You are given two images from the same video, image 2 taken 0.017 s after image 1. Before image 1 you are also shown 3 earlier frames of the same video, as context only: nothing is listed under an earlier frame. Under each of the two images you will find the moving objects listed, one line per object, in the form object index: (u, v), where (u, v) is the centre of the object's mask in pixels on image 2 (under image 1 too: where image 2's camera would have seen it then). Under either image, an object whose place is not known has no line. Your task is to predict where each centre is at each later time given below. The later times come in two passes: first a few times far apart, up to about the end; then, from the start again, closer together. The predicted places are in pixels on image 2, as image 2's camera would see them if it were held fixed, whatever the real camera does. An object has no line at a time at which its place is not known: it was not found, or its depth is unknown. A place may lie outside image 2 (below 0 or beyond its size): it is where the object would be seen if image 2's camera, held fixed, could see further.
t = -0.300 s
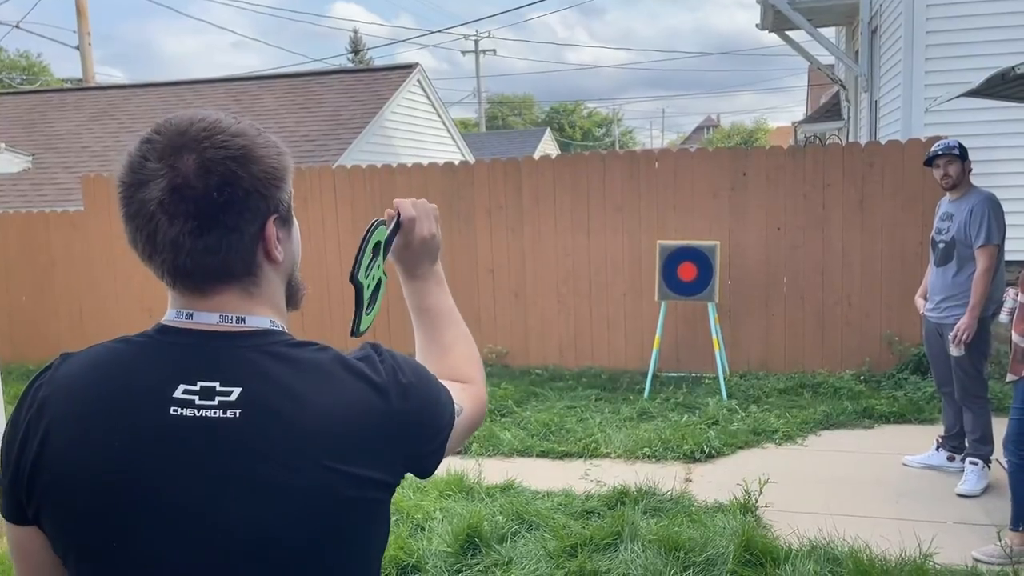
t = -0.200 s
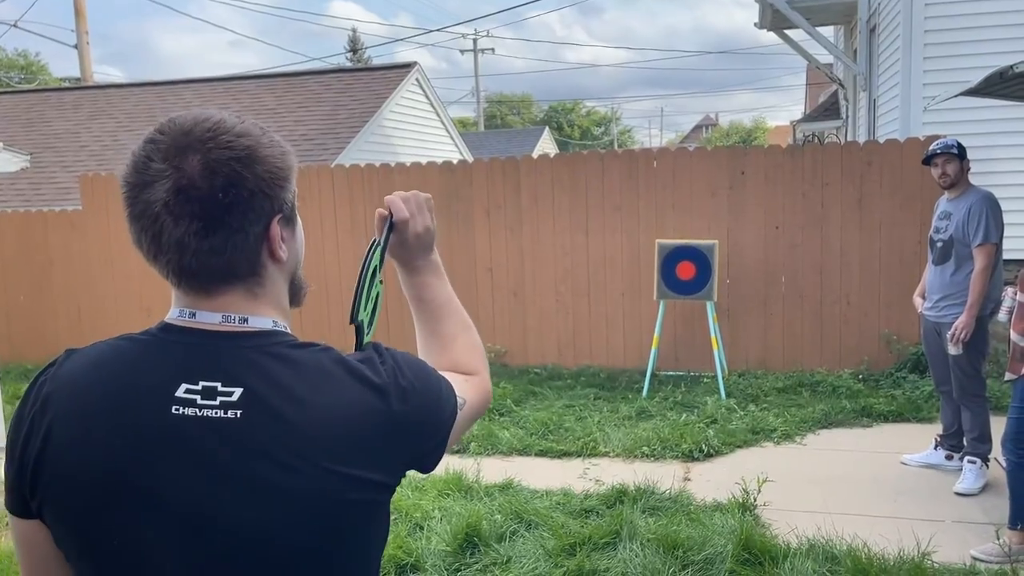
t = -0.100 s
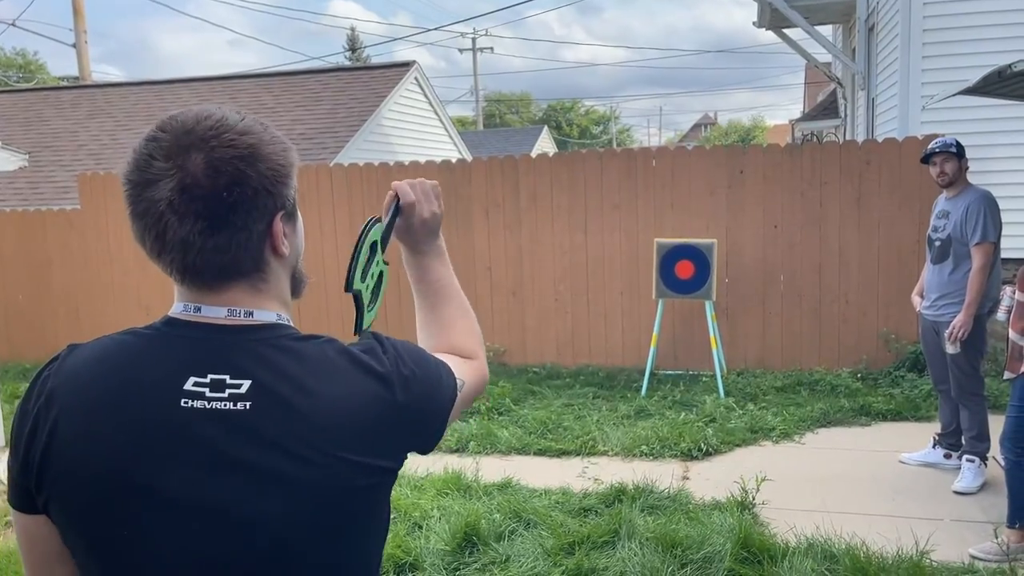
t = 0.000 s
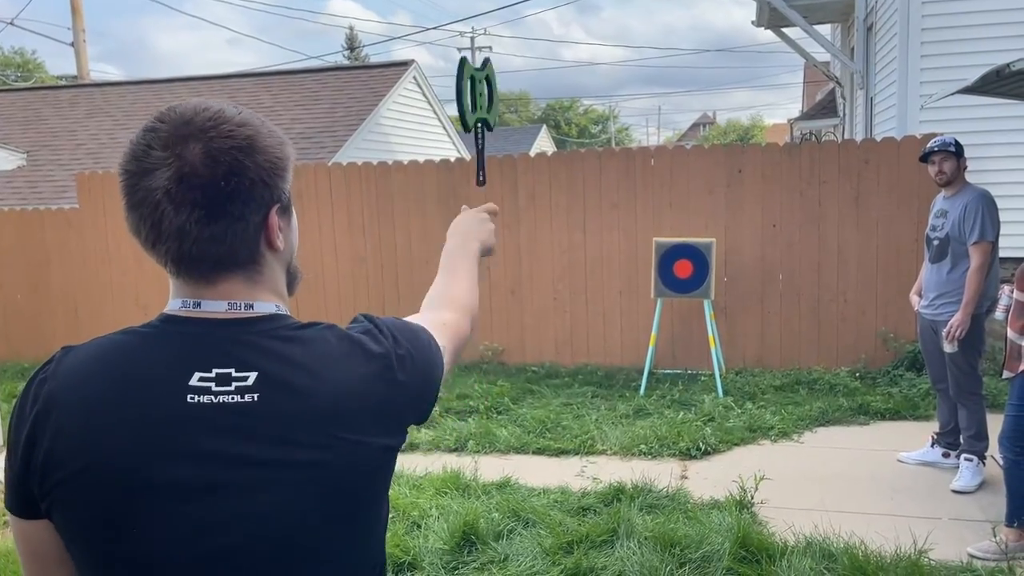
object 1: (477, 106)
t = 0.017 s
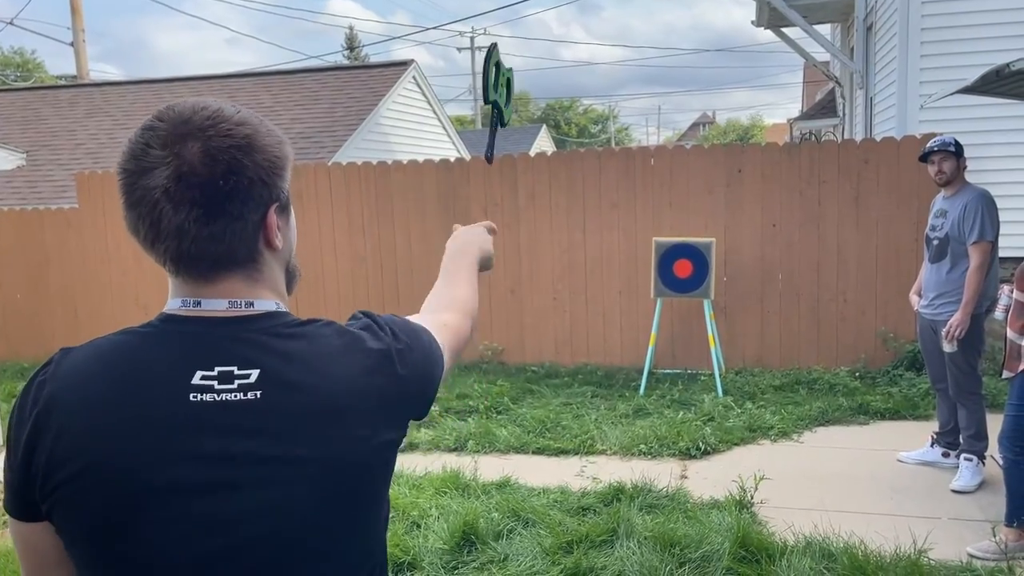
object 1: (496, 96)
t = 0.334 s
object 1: (682, 128)
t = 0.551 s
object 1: (729, 232)
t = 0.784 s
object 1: (757, 354)
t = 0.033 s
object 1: (515, 86)
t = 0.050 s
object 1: (531, 78)
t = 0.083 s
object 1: (559, 70)
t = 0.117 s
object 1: (585, 69)
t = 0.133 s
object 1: (595, 72)
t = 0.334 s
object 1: (682, 128)
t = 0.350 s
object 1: (687, 136)
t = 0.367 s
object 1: (692, 144)
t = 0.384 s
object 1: (697, 151)
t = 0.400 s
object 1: (701, 159)
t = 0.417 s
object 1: (704, 168)
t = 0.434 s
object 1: (708, 175)
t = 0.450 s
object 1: (712, 182)
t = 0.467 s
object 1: (715, 189)
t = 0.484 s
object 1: (718, 197)
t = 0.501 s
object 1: (721, 204)
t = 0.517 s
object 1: (724, 212)
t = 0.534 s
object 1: (727, 220)
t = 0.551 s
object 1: (729, 232)
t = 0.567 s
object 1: (732, 240)
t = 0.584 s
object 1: (734, 248)
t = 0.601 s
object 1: (737, 257)
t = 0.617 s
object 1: (739, 267)
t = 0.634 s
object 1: (741, 277)
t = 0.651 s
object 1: (743, 281)
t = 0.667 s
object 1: (746, 291)
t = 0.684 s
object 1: (747, 301)
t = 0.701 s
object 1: (749, 310)
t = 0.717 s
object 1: (750, 317)
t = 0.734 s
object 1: (753, 324)
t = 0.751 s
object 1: (755, 334)
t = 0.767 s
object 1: (756, 347)
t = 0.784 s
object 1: (757, 354)
